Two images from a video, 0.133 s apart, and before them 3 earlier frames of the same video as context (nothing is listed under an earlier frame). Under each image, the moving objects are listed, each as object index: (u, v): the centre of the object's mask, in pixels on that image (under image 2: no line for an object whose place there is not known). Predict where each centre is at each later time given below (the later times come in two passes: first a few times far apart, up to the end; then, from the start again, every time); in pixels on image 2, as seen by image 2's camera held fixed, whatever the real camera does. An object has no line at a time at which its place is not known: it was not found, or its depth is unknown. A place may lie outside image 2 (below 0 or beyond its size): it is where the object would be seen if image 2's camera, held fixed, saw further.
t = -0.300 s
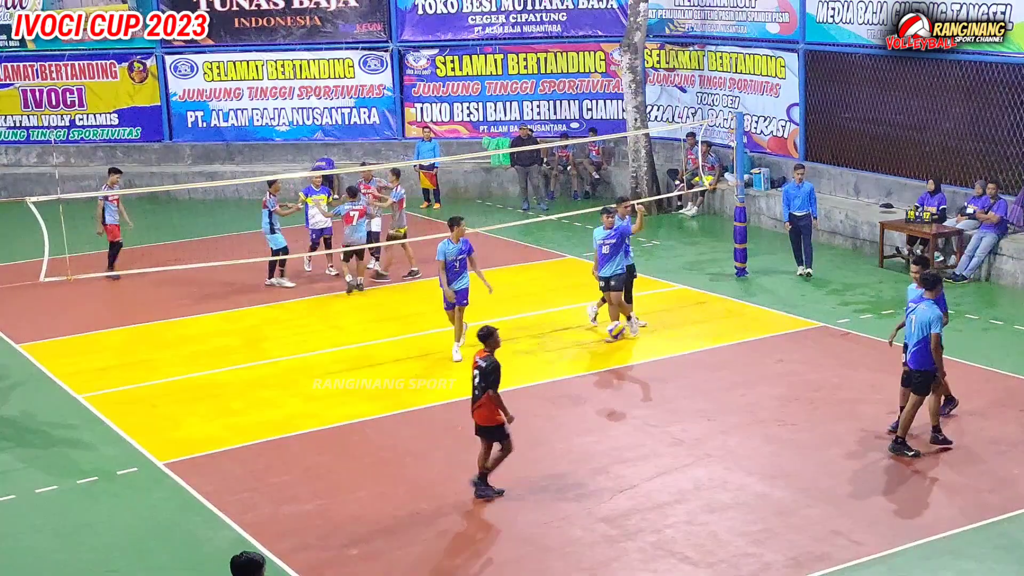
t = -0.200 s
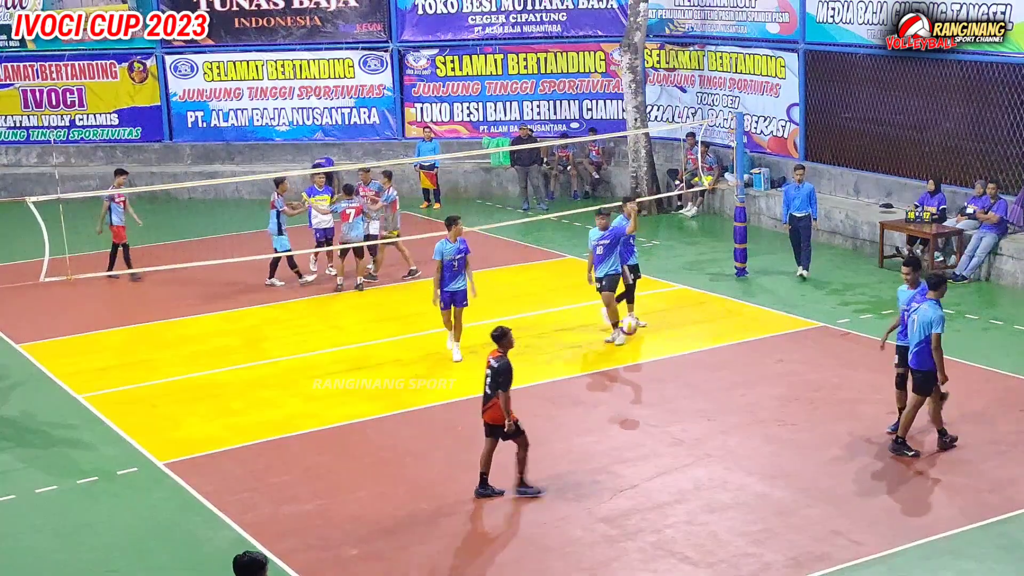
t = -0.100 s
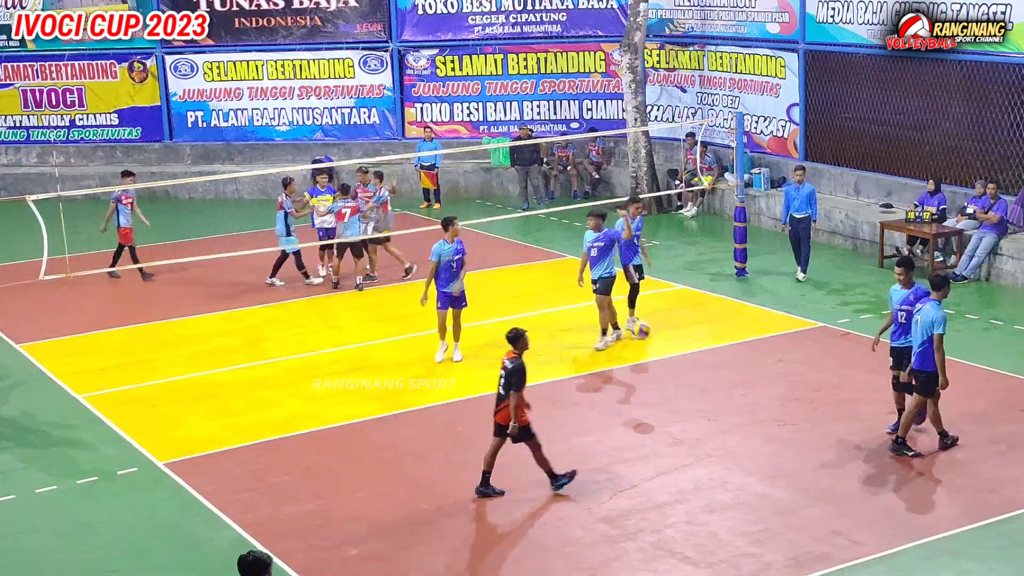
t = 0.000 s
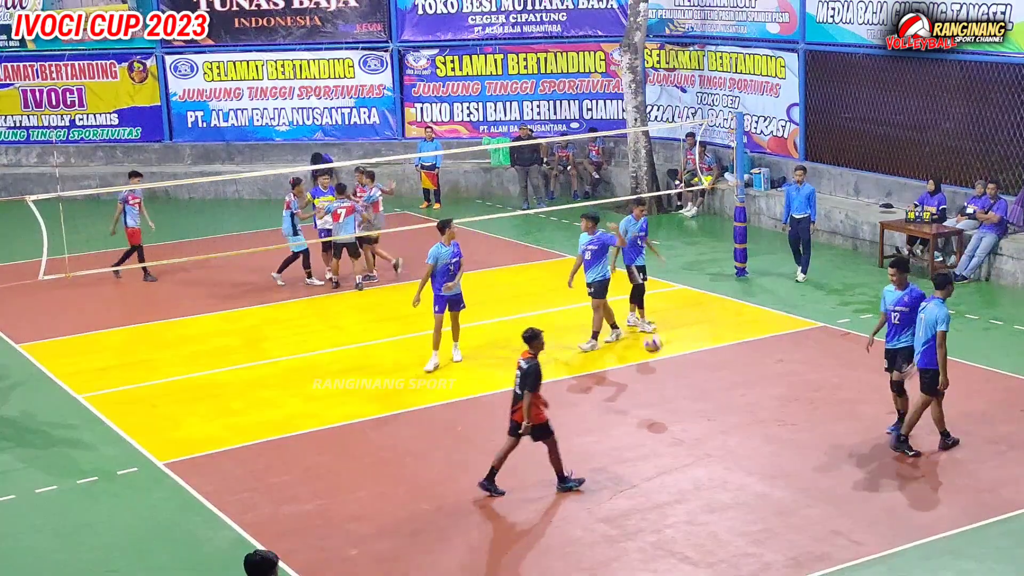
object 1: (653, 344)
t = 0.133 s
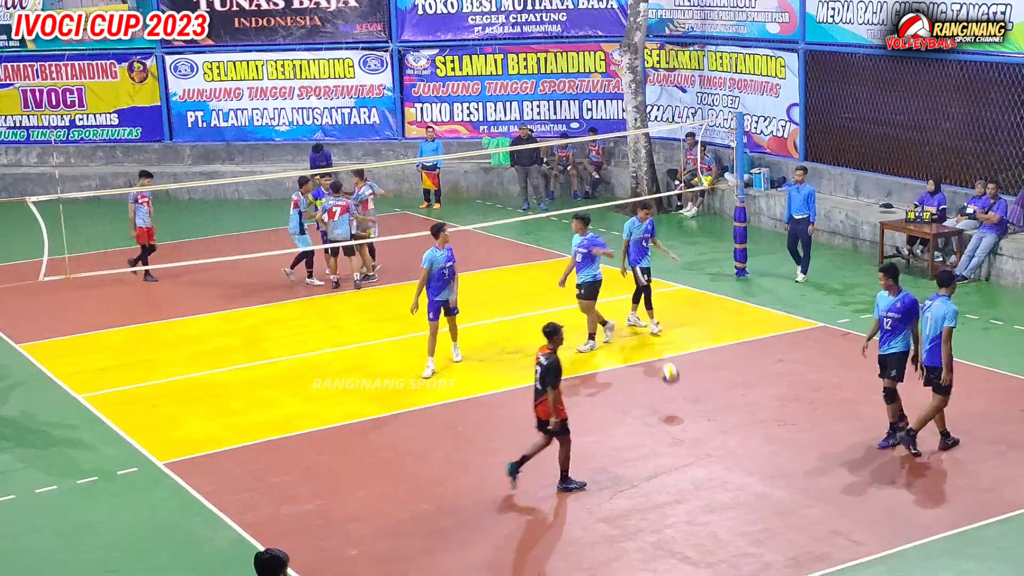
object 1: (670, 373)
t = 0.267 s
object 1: (687, 392)
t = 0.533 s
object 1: (719, 366)
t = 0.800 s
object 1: (752, 402)
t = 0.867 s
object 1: (761, 422)
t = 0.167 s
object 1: (675, 384)
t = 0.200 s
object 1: (679, 395)
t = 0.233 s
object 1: (683, 400)
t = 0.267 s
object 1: (687, 392)
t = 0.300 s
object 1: (691, 385)
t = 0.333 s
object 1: (695, 380)
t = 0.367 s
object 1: (698, 375)
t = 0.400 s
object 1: (702, 372)
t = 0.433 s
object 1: (706, 369)
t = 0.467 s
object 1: (711, 367)
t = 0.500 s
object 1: (715, 366)
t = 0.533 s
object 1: (719, 366)
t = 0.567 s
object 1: (723, 367)
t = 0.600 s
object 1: (727, 369)
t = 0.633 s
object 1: (732, 372)
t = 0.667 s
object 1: (736, 376)
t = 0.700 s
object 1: (740, 381)
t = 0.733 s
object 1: (744, 387)
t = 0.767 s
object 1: (748, 394)
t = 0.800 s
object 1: (752, 402)
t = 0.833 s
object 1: (757, 412)
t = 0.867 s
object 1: (761, 422)
